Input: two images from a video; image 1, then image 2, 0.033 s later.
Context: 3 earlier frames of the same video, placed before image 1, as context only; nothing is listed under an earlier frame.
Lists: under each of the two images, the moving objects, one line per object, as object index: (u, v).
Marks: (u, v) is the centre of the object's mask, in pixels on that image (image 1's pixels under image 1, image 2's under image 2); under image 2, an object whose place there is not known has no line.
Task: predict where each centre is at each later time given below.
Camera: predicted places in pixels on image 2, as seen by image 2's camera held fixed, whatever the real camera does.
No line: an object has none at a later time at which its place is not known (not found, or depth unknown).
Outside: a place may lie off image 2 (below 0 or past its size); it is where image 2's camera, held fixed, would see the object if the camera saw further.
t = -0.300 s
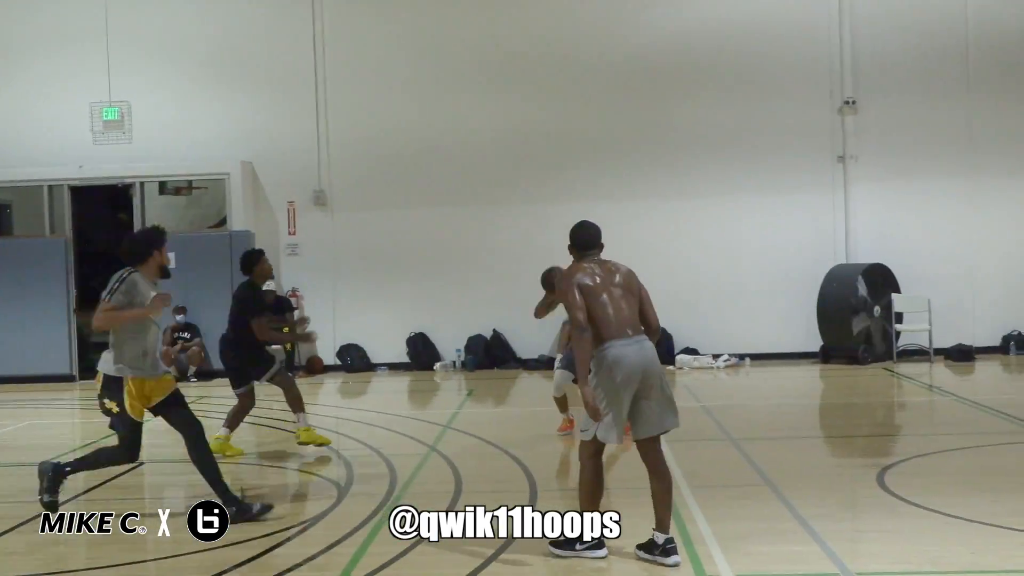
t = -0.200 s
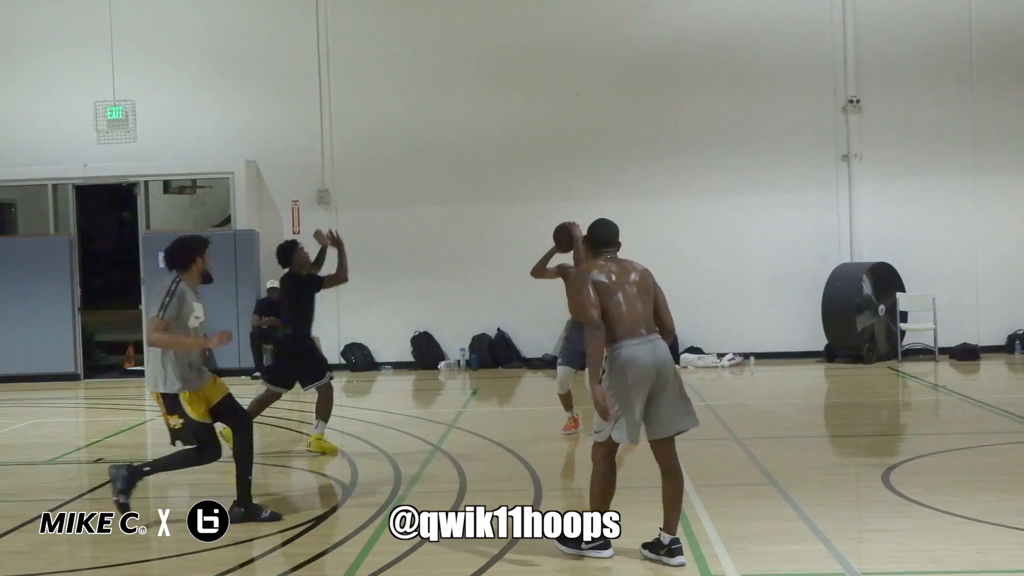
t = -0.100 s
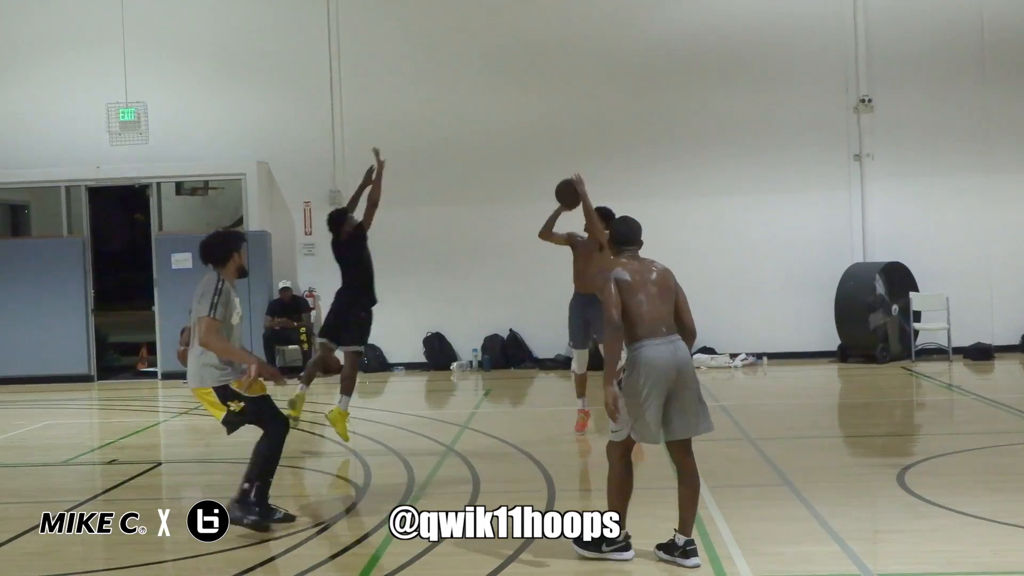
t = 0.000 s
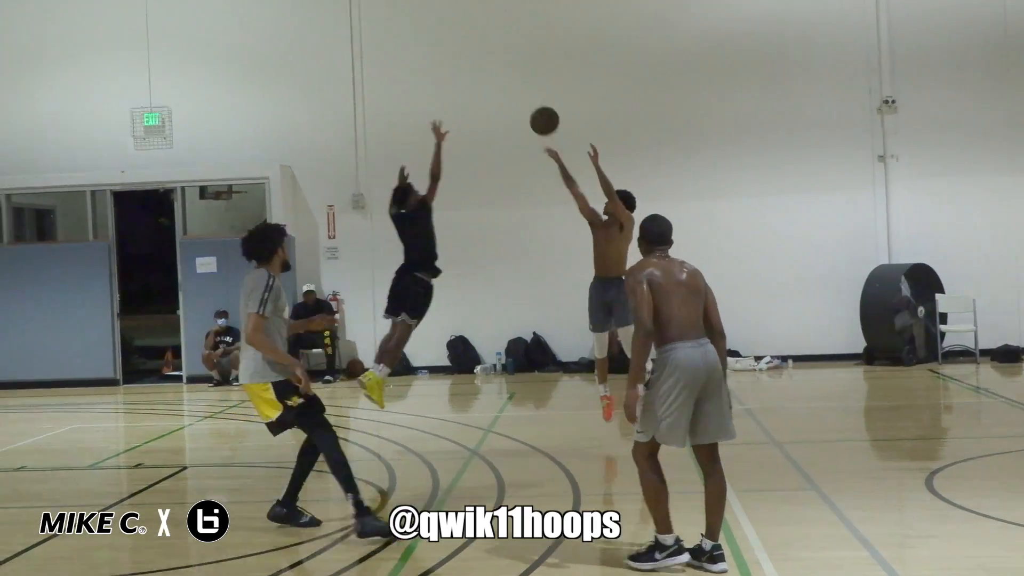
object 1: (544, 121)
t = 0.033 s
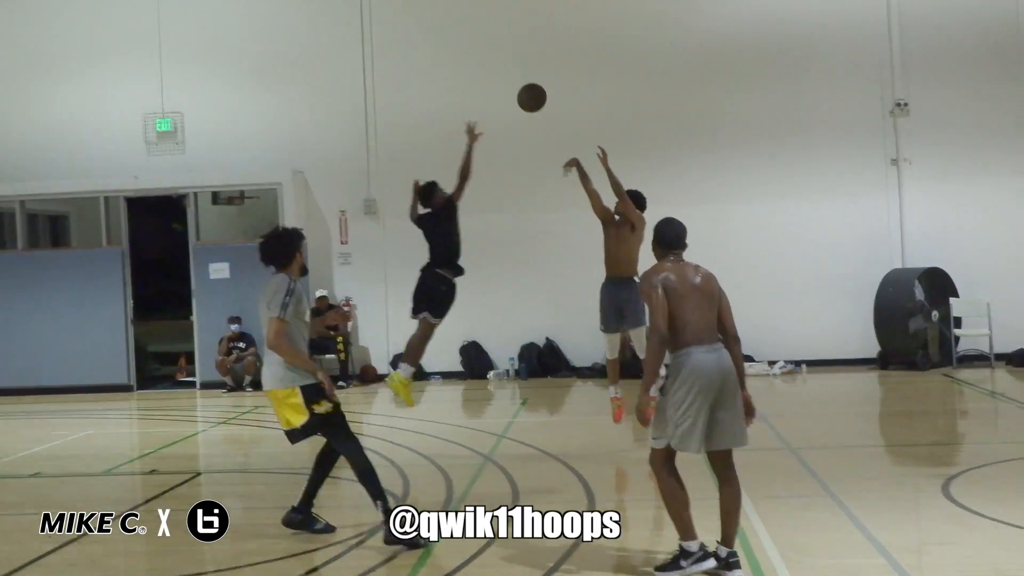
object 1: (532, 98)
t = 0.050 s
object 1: (517, 85)
